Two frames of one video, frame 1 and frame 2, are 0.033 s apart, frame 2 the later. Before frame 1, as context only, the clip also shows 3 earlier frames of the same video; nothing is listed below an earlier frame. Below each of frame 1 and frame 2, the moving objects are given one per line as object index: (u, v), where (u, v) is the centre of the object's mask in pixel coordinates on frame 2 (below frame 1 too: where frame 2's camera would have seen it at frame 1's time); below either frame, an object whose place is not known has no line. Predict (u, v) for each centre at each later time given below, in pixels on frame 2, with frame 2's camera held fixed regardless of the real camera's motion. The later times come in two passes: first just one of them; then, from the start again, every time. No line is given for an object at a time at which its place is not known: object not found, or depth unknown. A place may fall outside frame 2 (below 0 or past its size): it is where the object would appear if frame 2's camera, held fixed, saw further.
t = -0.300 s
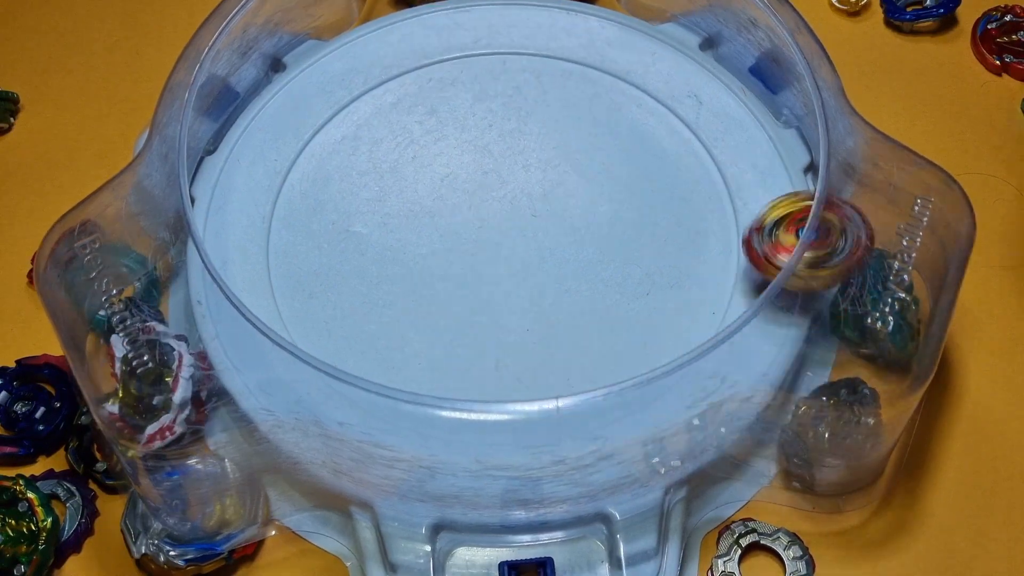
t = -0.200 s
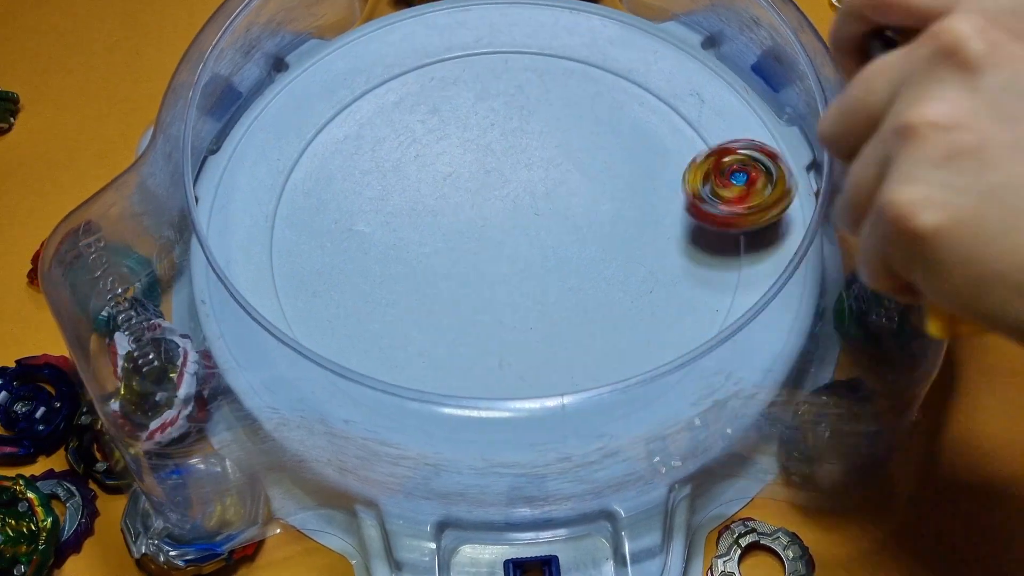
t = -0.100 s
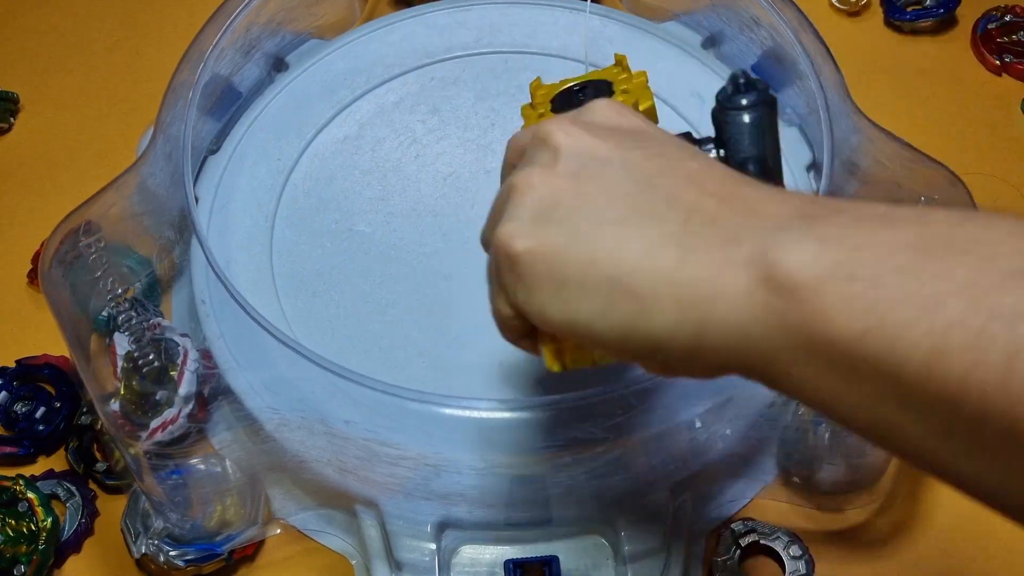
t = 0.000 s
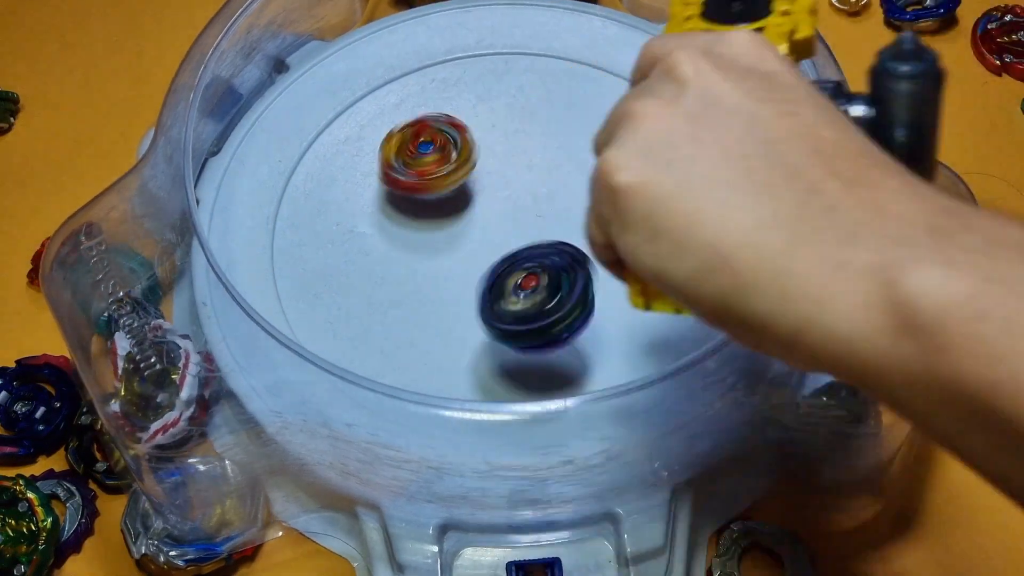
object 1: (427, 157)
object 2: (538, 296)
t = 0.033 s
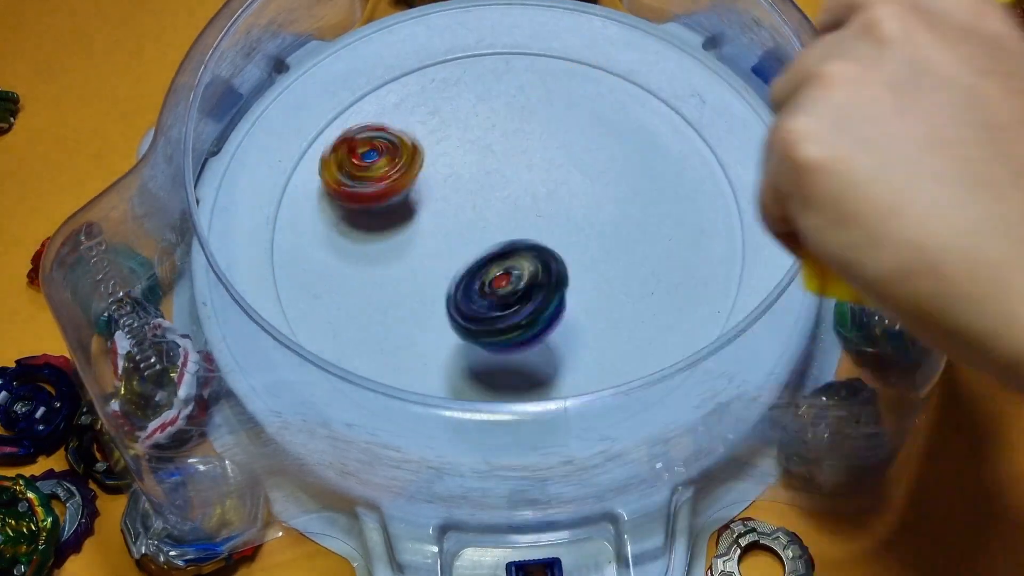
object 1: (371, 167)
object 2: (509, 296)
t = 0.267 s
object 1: (214, 352)
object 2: (394, 206)
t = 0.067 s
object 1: (316, 181)
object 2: (481, 307)
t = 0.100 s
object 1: (270, 198)
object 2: (458, 337)
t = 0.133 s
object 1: (242, 215)
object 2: (438, 304)
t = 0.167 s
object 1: (206, 251)
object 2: (422, 279)
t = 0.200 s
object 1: (194, 286)
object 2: (410, 272)
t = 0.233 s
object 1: (201, 313)
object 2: (400, 238)
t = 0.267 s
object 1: (214, 352)
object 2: (394, 206)
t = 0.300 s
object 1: (220, 382)
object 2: (397, 175)
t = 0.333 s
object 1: (225, 412)
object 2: (401, 141)
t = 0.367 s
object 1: (218, 447)
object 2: (410, 98)
